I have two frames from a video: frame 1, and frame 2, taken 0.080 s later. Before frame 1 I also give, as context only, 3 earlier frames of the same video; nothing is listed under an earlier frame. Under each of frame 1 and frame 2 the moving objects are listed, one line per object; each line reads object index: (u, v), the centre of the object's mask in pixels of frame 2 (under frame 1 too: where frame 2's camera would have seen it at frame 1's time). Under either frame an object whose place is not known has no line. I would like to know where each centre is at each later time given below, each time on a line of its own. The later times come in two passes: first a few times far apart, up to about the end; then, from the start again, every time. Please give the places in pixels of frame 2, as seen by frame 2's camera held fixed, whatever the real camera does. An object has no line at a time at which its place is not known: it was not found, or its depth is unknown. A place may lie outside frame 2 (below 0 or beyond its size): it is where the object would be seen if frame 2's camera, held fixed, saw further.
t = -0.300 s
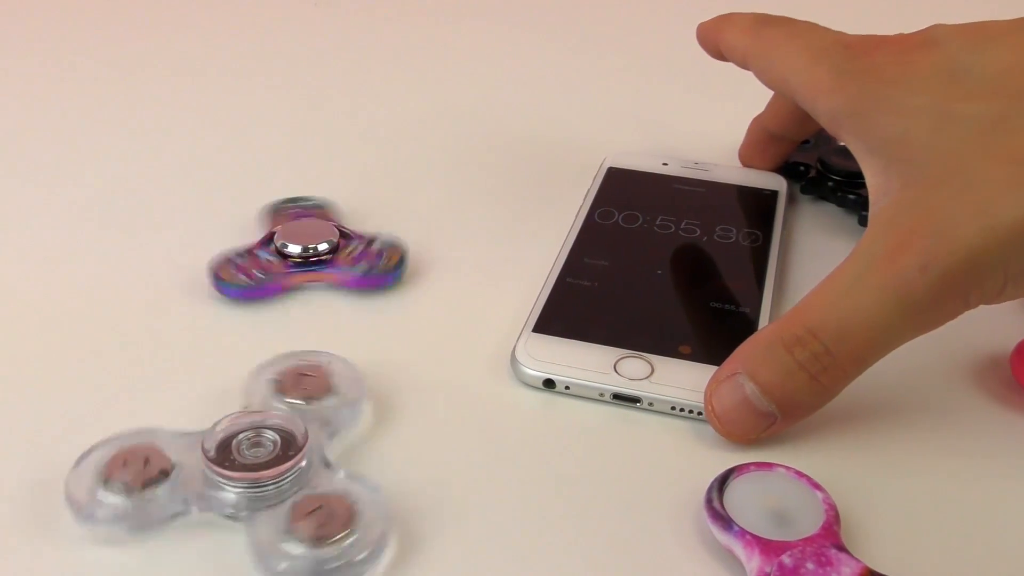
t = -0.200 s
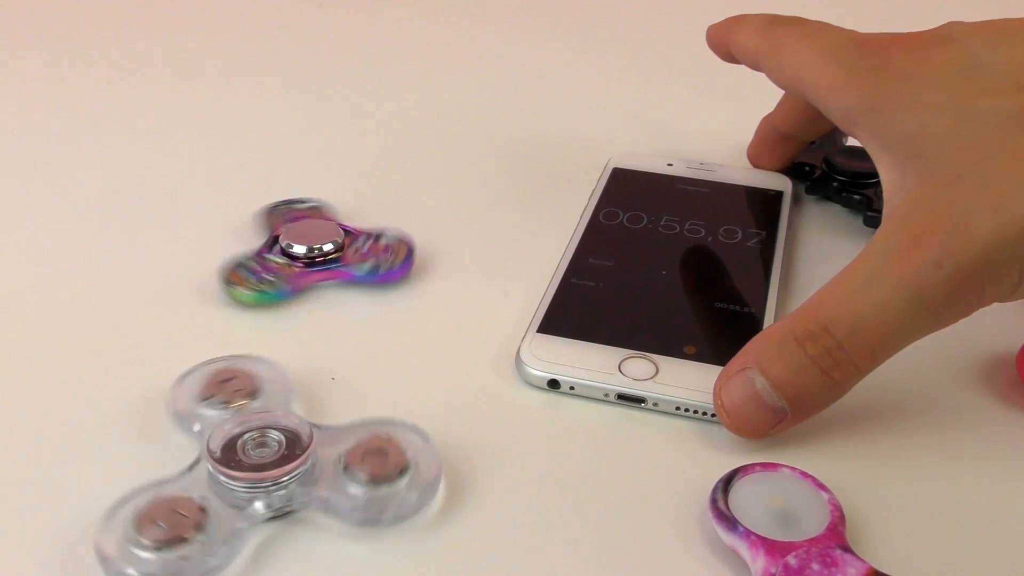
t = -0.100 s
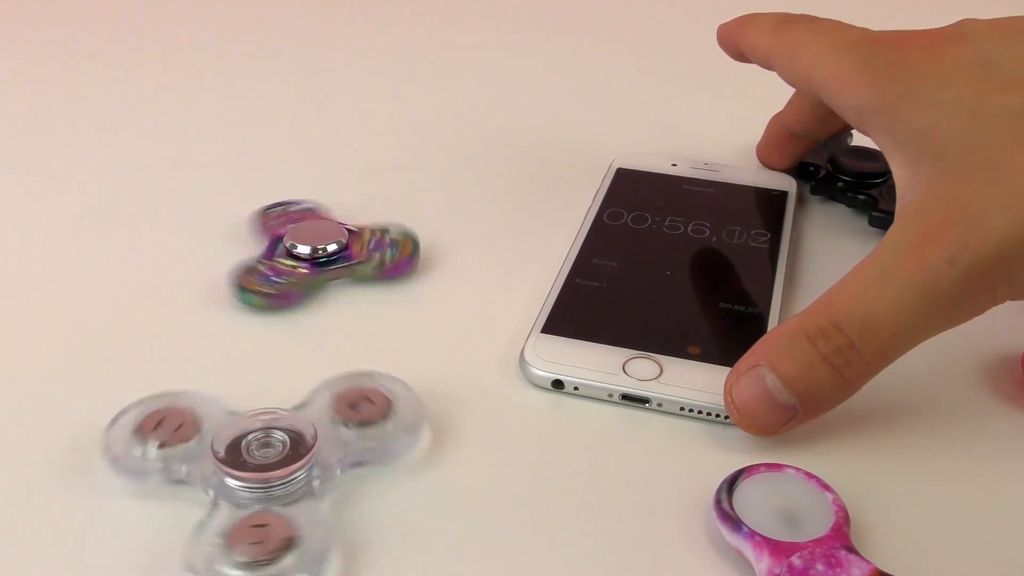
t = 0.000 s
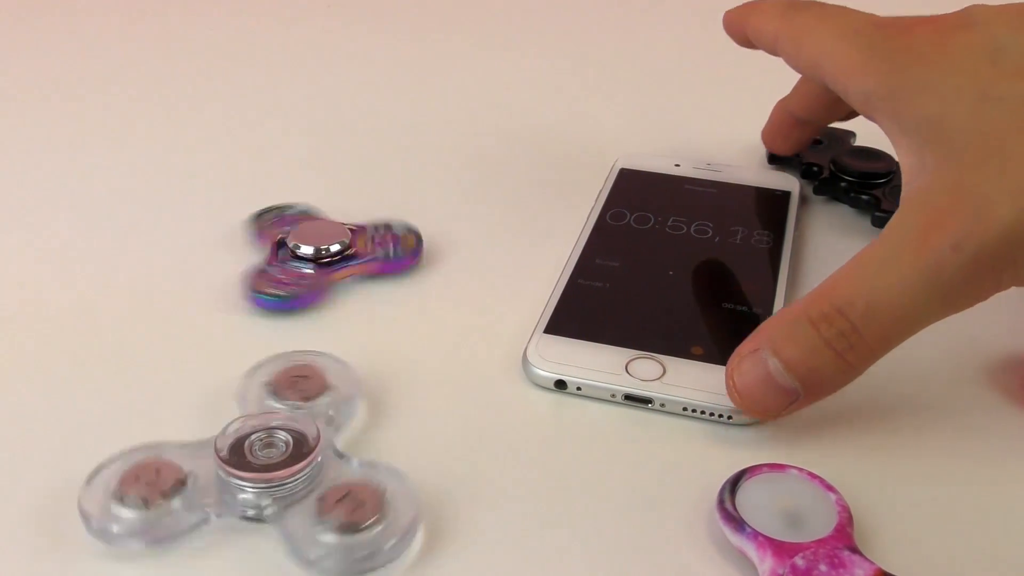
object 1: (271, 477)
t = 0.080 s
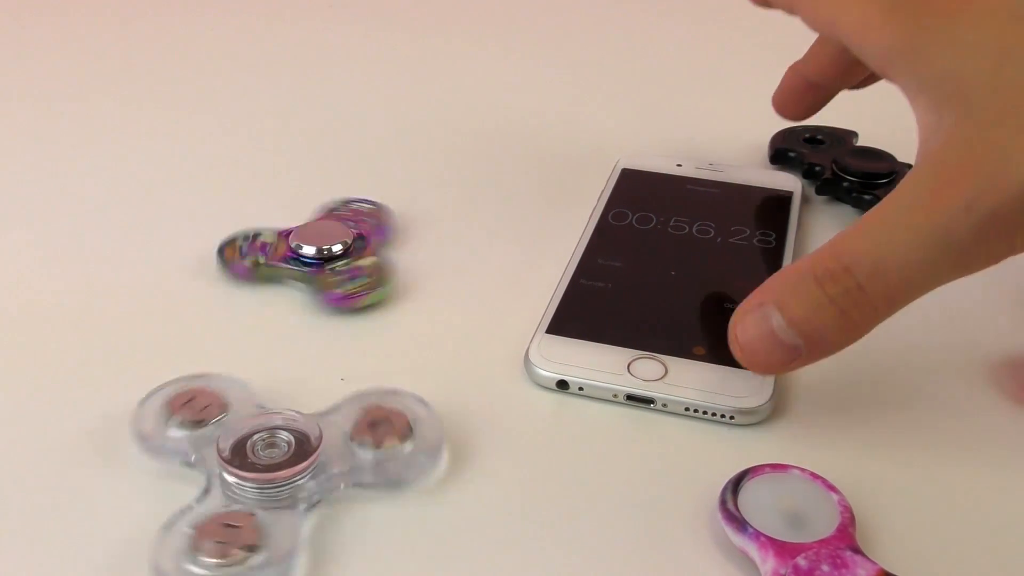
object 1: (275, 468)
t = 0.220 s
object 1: (273, 466)
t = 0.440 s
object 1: (271, 477)
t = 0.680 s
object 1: (270, 467)
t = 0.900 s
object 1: (276, 473)
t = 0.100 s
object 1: (275, 473)
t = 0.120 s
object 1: (271, 477)
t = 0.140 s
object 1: (270, 477)
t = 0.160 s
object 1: (271, 476)
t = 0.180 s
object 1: (270, 471)
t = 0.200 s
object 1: (272, 467)
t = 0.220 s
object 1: (273, 466)
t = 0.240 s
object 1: (275, 467)
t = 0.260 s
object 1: (276, 473)
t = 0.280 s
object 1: (271, 476)
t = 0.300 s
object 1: (270, 477)
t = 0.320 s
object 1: (272, 476)
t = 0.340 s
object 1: (271, 471)
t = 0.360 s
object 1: (272, 467)
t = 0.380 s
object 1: (273, 467)
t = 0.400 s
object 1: (276, 469)
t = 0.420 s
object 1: (275, 474)
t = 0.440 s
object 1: (271, 477)
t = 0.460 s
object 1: (270, 477)
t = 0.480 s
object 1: (271, 476)
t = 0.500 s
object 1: (270, 471)
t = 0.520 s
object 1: (271, 467)
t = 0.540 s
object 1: (274, 466)
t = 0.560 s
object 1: (276, 469)
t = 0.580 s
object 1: (275, 474)
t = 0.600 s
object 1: (271, 477)
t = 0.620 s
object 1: (270, 477)
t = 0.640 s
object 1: (270, 476)
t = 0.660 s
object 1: (269, 471)
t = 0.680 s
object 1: (270, 467)
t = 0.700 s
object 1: (273, 466)
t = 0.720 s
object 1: (275, 468)
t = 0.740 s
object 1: (274, 472)
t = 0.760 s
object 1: (271, 476)
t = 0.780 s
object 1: (270, 477)
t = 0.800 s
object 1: (272, 477)
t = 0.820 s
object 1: (271, 472)
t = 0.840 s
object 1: (271, 468)
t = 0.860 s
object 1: (273, 467)
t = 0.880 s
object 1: (276, 468)
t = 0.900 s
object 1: (276, 473)
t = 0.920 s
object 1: (272, 478)
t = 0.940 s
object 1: (271, 478)
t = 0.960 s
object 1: (271, 477)
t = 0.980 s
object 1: (270, 472)
